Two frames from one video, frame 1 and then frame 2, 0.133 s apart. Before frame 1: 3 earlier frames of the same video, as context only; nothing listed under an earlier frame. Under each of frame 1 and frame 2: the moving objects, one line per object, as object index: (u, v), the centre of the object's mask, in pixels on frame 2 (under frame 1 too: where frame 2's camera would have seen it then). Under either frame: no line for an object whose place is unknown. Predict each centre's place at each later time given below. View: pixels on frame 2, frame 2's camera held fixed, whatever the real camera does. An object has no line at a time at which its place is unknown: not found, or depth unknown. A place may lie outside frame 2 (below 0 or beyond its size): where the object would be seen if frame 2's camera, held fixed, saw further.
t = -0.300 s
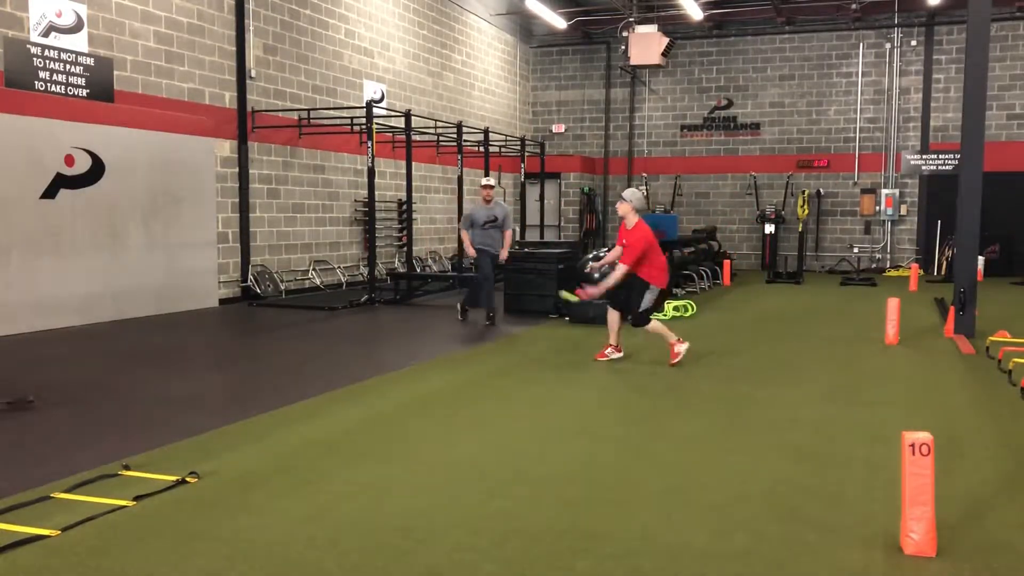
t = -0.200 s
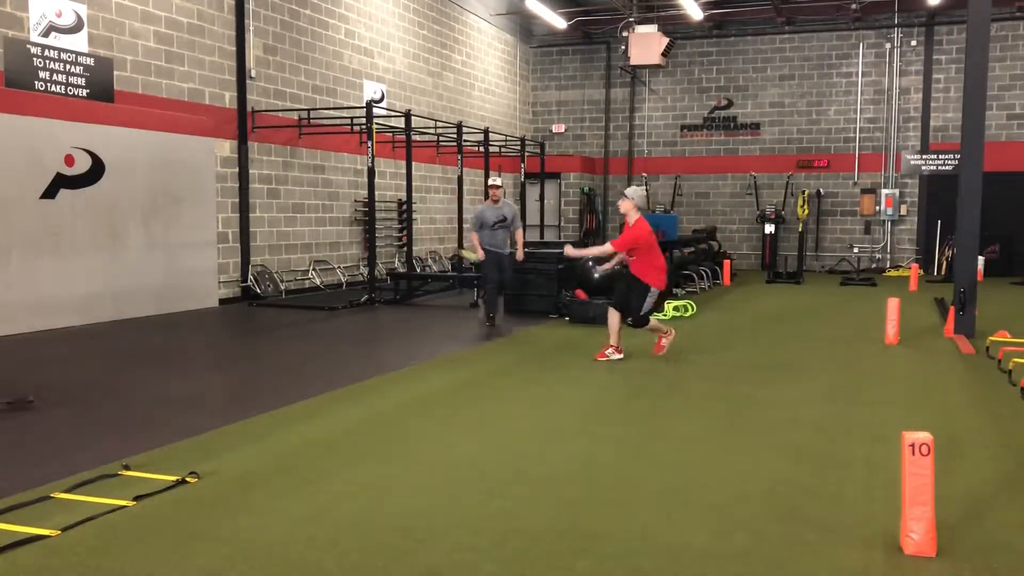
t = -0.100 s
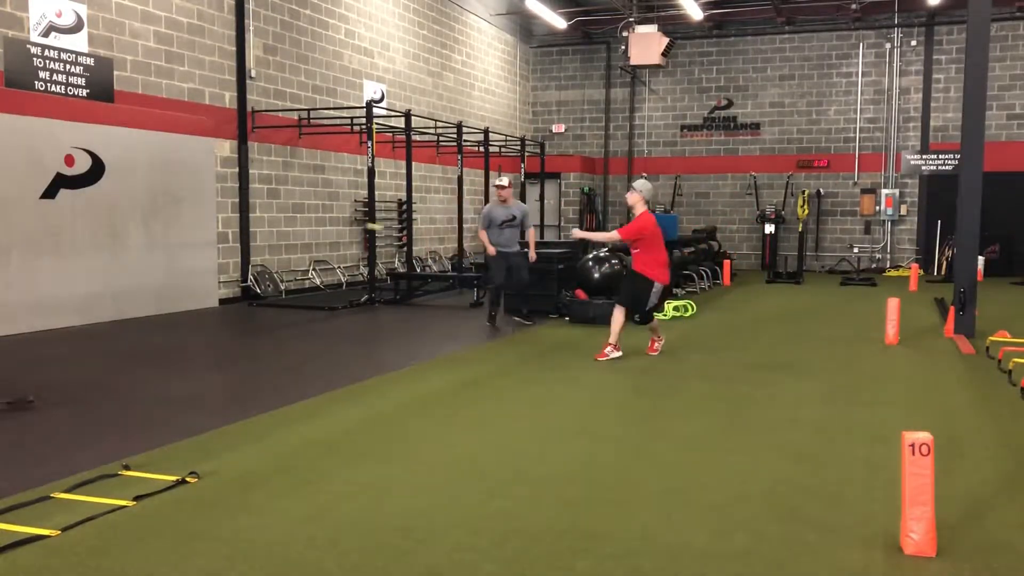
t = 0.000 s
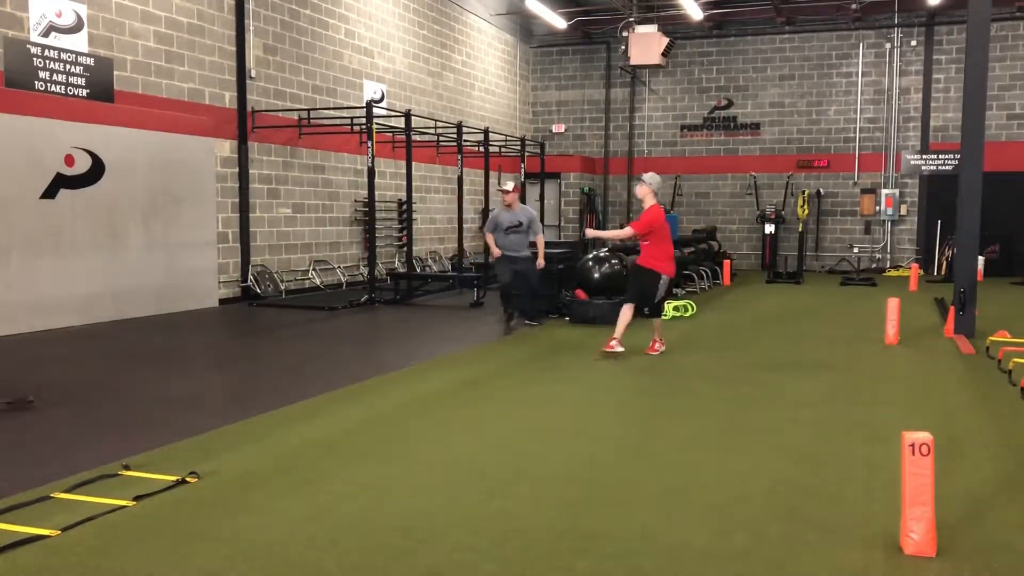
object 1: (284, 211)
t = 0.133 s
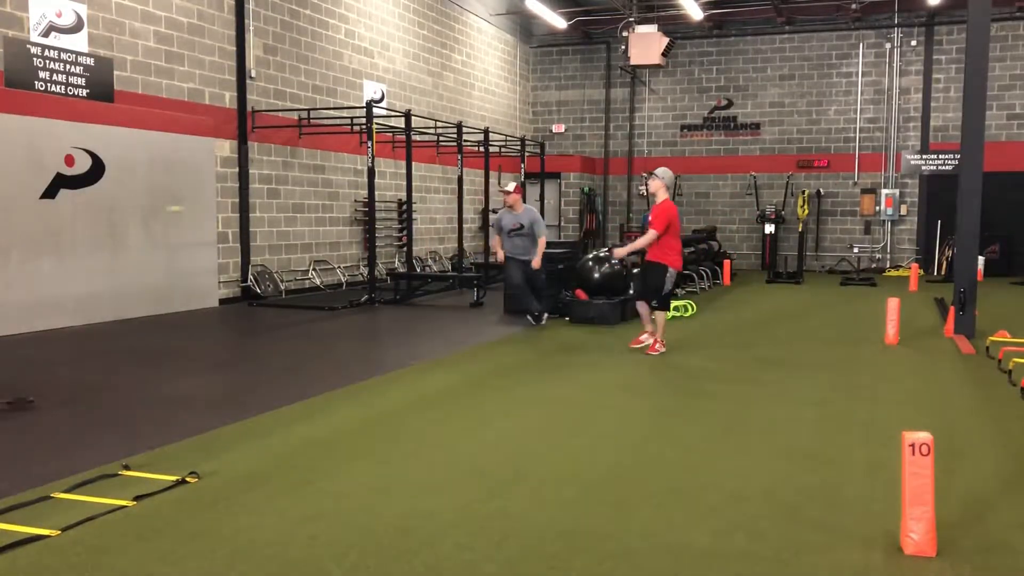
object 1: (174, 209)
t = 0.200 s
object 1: (124, 214)
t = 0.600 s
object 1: (105, 303)
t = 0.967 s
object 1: (246, 289)
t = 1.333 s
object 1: (387, 343)
